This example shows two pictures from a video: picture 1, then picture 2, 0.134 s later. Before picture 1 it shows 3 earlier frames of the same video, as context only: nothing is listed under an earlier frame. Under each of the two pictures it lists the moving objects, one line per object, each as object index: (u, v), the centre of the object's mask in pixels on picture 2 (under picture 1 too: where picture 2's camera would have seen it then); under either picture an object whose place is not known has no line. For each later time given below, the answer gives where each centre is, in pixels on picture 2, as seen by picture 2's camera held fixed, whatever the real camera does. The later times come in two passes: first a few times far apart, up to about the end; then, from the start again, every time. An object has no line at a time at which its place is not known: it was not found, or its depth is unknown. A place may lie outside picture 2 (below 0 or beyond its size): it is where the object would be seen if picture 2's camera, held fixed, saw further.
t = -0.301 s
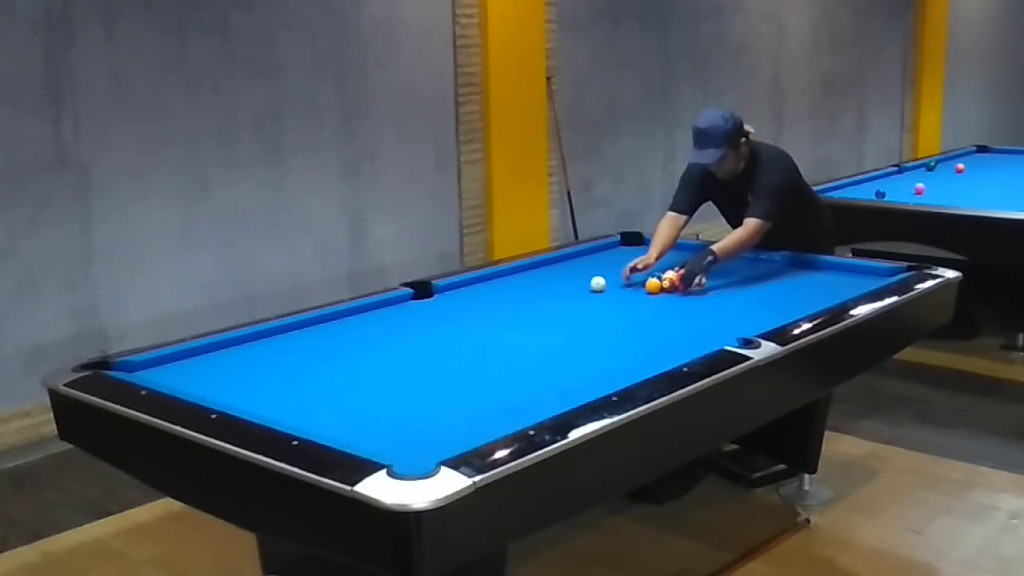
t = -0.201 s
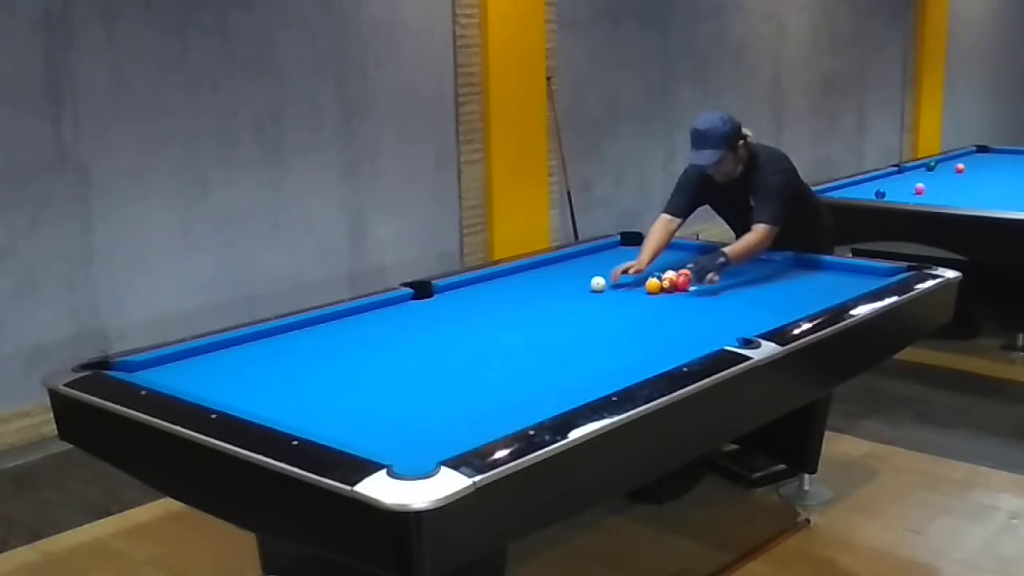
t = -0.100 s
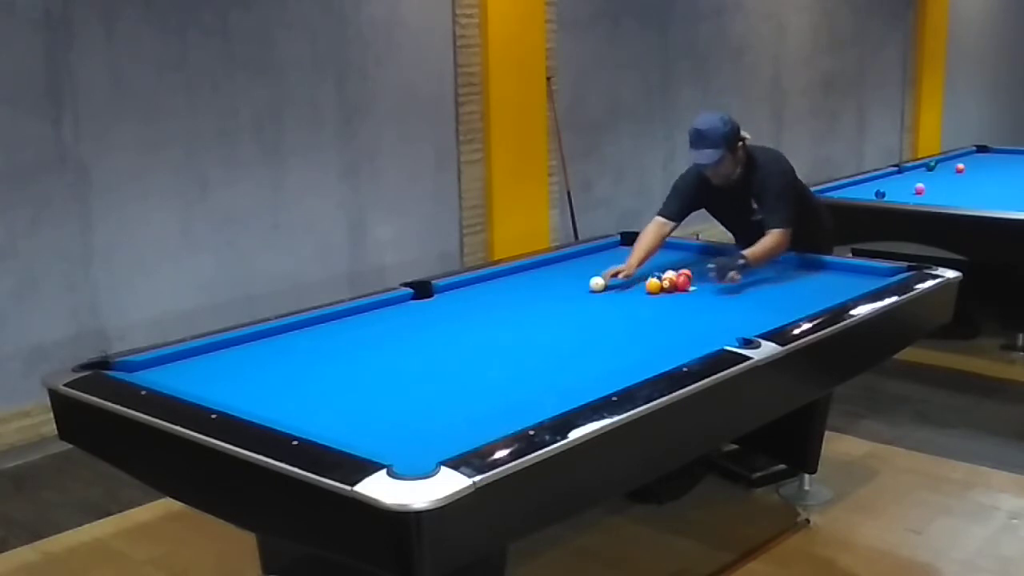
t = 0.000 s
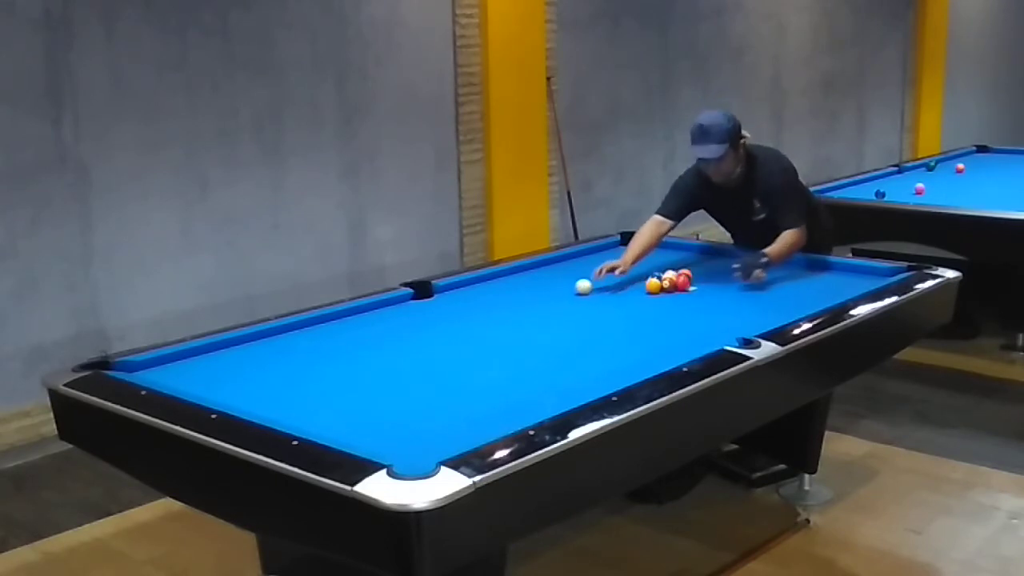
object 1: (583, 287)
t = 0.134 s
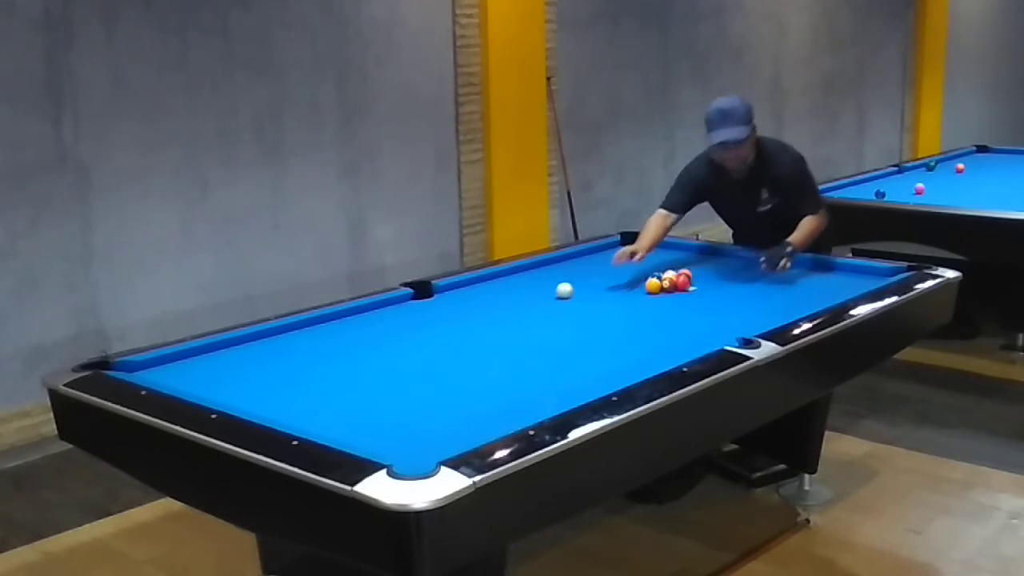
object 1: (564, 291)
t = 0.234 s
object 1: (550, 294)
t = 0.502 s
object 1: (511, 301)
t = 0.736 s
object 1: (477, 308)
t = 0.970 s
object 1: (443, 315)
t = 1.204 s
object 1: (407, 322)
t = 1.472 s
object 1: (367, 330)
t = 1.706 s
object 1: (331, 337)
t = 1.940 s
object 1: (295, 344)
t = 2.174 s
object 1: (258, 351)
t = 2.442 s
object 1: (216, 359)
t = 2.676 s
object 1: (179, 366)
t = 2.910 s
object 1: (142, 371)
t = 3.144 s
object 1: (148, 369)
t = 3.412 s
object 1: (161, 363)
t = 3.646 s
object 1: (172, 358)
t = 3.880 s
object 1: (182, 356)
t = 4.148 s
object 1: (194, 354)
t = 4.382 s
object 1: (202, 352)
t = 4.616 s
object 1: (209, 351)
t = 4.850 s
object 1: (215, 350)
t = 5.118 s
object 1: (221, 350)
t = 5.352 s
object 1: (223, 349)
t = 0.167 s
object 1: (559, 292)
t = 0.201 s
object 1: (554, 292)
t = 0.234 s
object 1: (550, 294)
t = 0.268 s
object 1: (545, 295)
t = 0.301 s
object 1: (540, 295)
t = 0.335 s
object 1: (535, 296)
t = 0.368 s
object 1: (530, 297)
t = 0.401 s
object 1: (526, 298)
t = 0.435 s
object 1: (521, 299)
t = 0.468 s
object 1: (516, 300)
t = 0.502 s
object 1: (511, 301)
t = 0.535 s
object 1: (506, 302)
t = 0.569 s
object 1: (501, 303)
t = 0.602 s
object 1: (497, 304)
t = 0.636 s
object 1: (492, 305)
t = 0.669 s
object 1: (487, 306)
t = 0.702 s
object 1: (482, 307)
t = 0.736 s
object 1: (477, 308)
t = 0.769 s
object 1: (472, 309)
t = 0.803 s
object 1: (467, 310)
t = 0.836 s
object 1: (462, 311)
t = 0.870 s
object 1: (457, 312)
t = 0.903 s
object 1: (452, 313)
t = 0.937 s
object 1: (447, 314)
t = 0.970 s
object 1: (443, 315)
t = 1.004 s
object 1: (437, 316)
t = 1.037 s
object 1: (432, 317)
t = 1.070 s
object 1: (428, 318)
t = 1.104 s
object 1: (422, 319)
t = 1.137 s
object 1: (417, 320)
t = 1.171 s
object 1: (413, 321)
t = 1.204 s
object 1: (407, 322)
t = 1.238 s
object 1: (403, 323)
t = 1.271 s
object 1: (397, 324)
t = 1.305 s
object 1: (392, 325)
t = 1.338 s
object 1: (387, 326)
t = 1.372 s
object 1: (382, 327)
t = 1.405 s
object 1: (377, 328)
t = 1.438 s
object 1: (372, 329)
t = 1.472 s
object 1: (367, 330)
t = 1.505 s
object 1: (362, 331)
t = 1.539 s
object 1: (357, 332)
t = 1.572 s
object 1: (352, 333)
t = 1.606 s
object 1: (346, 334)
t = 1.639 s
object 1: (342, 335)
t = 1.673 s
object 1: (336, 336)
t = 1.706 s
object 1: (331, 337)
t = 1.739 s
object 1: (326, 338)
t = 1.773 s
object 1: (321, 339)
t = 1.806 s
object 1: (315, 340)
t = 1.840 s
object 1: (310, 341)
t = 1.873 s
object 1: (305, 342)
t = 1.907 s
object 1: (300, 343)
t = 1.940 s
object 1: (295, 344)
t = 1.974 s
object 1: (290, 345)
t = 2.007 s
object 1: (284, 346)
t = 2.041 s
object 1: (279, 347)
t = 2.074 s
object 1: (274, 348)
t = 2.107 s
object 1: (269, 349)
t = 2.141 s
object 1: (264, 350)
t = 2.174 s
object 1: (258, 351)
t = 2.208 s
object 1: (253, 352)
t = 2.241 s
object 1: (248, 353)
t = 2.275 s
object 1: (243, 354)
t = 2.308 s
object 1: (237, 355)
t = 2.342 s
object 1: (232, 356)
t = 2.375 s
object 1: (227, 357)
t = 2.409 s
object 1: (221, 358)
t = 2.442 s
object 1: (216, 359)
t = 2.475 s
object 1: (211, 360)
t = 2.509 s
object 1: (205, 361)
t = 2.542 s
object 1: (200, 362)
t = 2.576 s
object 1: (195, 363)
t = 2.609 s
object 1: (190, 364)
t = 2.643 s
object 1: (184, 365)
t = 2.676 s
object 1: (179, 366)
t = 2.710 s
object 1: (174, 367)
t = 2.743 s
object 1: (168, 368)
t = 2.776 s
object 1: (163, 369)
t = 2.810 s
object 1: (158, 370)
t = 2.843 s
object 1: (153, 370)
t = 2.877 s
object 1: (148, 371)
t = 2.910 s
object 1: (142, 371)
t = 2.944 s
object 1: (138, 371)
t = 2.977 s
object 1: (138, 371)
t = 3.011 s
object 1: (140, 370)
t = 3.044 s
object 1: (142, 370)
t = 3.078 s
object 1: (144, 369)
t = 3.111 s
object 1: (146, 369)
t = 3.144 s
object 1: (148, 369)
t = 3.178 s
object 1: (149, 368)
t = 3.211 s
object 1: (151, 368)
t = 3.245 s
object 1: (152, 367)
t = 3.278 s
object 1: (154, 366)
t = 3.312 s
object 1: (156, 365)
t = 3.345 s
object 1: (157, 365)
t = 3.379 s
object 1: (159, 364)
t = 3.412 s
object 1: (161, 363)
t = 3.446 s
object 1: (163, 362)
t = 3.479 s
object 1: (164, 362)
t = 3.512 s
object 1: (165, 361)
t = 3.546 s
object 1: (167, 361)
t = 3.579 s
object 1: (169, 360)
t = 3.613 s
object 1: (170, 359)
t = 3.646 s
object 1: (172, 358)
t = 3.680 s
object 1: (173, 358)
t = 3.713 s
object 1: (174, 358)
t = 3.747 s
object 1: (176, 357)
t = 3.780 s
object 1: (177, 357)
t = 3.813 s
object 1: (179, 356)
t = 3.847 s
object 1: (181, 356)
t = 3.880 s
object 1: (182, 356)
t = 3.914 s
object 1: (184, 356)
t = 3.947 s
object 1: (185, 355)
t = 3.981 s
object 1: (187, 355)
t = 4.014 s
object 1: (188, 355)
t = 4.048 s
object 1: (190, 355)
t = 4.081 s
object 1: (191, 354)
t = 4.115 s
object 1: (192, 354)
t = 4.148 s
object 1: (194, 354)
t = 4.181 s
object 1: (195, 353)
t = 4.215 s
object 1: (196, 353)
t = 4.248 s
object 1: (198, 353)
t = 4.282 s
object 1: (199, 353)
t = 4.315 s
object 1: (200, 353)
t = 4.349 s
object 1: (201, 353)
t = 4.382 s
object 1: (202, 352)
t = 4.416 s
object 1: (204, 352)
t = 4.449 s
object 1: (205, 352)
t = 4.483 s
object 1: (206, 352)
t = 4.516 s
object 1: (206, 352)
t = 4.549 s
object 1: (207, 352)
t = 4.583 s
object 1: (209, 351)
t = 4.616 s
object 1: (209, 351)
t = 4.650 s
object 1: (210, 351)
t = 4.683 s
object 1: (211, 351)
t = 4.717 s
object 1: (212, 351)
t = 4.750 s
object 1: (213, 351)
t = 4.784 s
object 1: (214, 351)
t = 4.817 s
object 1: (214, 351)
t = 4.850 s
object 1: (215, 350)
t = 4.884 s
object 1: (216, 350)
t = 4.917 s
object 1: (217, 350)
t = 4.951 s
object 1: (218, 350)
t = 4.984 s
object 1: (218, 350)
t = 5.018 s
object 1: (219, 350)
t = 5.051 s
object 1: (219, 350)
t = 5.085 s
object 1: (220, 350)
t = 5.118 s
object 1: (221, 350)
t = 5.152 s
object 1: (221, 350)
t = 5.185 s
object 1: (221, 350)
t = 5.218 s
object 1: (222, 349)
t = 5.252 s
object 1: (223, 349)
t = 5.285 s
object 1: (223, 349)
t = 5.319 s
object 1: (223, 349)
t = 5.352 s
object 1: (223, 349)
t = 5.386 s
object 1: (224, 350)
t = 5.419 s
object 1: (224, 349)
